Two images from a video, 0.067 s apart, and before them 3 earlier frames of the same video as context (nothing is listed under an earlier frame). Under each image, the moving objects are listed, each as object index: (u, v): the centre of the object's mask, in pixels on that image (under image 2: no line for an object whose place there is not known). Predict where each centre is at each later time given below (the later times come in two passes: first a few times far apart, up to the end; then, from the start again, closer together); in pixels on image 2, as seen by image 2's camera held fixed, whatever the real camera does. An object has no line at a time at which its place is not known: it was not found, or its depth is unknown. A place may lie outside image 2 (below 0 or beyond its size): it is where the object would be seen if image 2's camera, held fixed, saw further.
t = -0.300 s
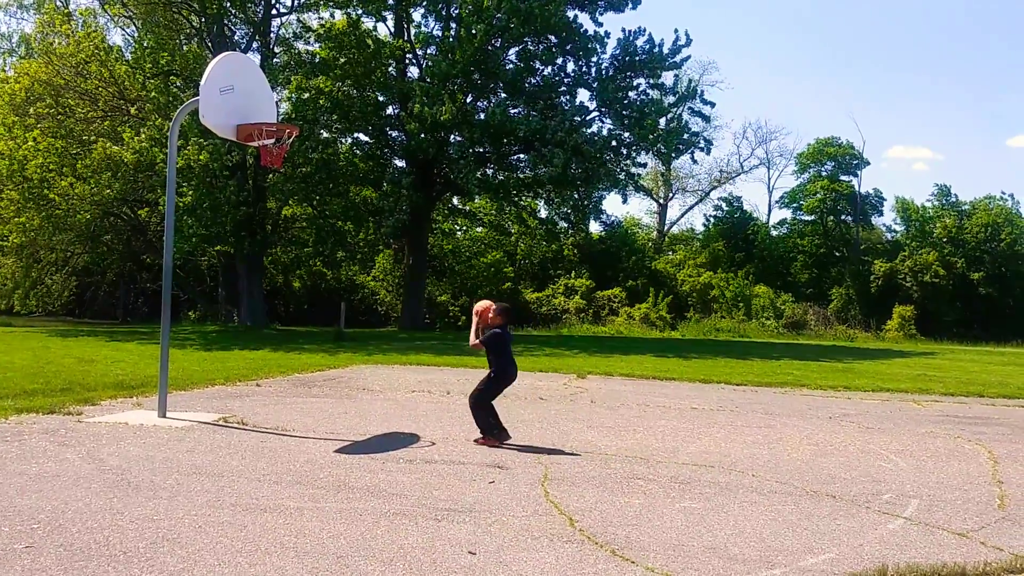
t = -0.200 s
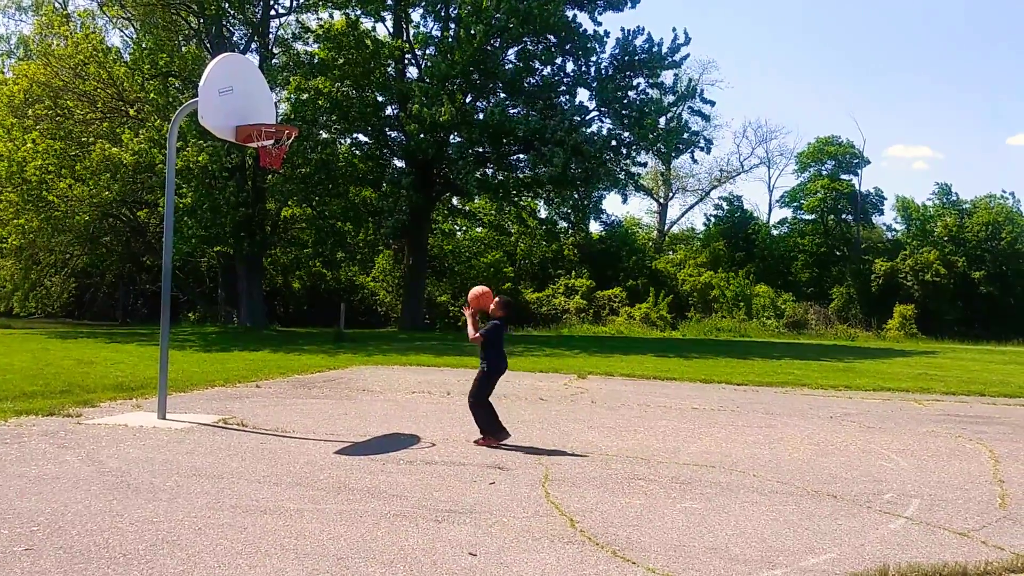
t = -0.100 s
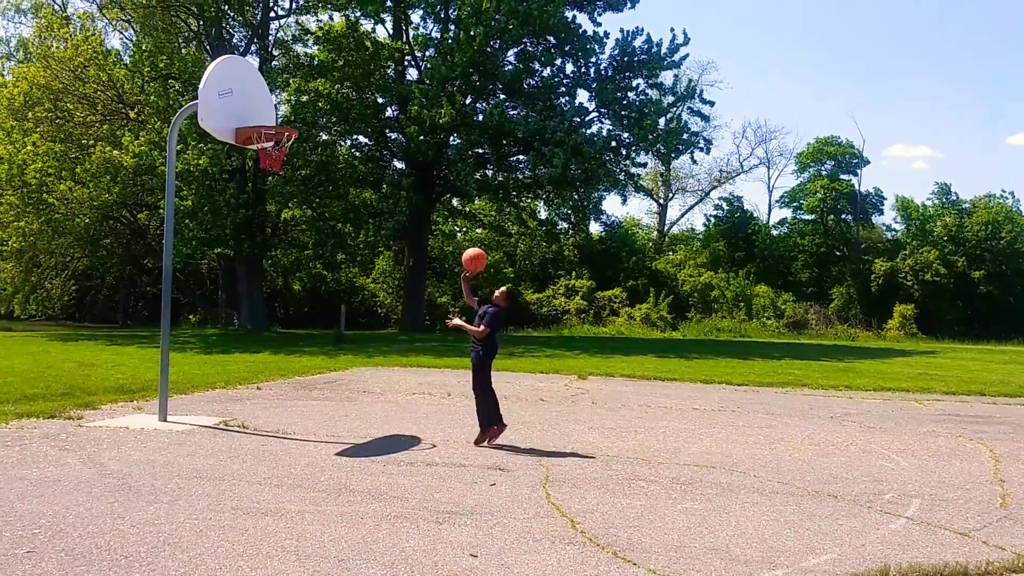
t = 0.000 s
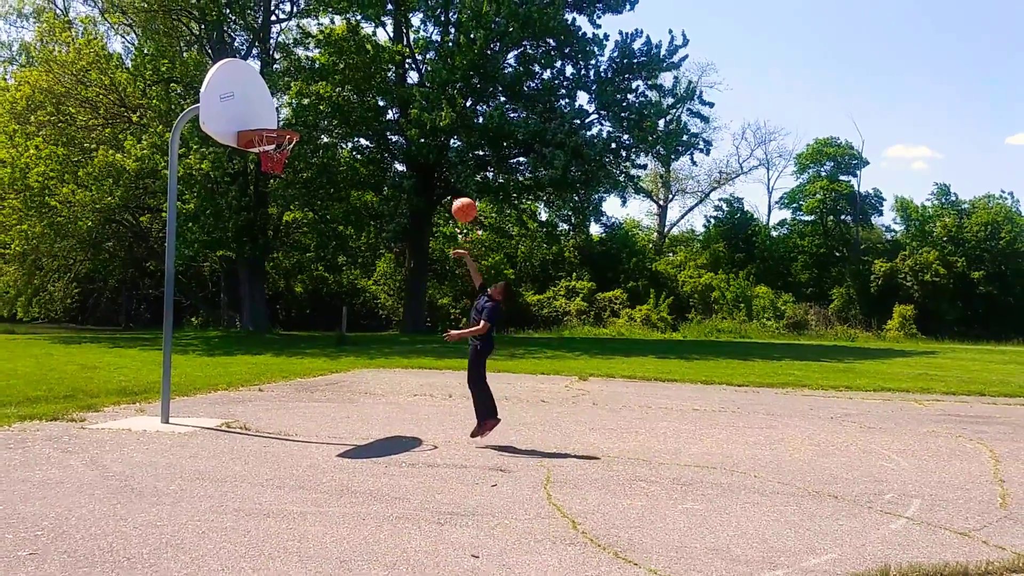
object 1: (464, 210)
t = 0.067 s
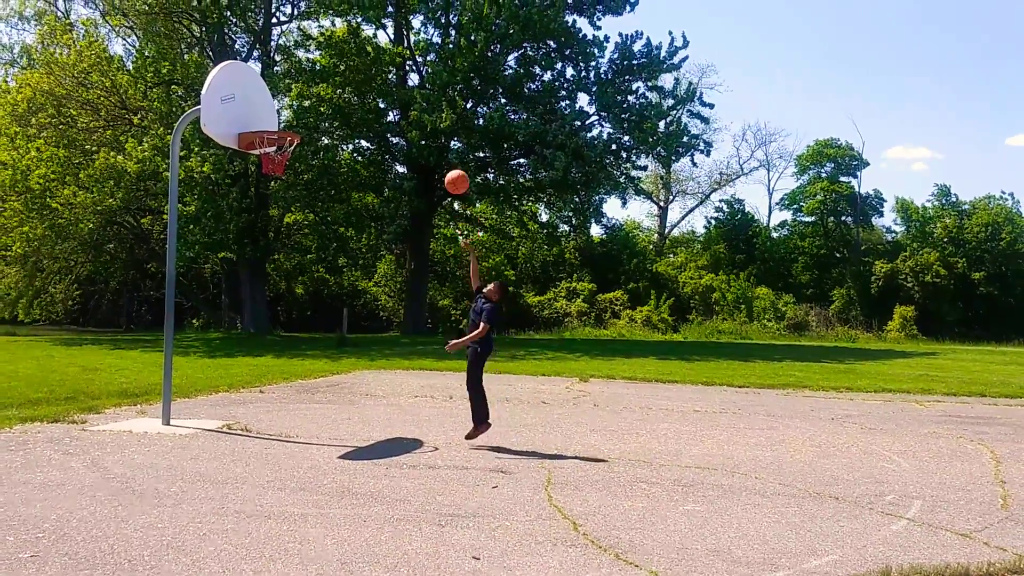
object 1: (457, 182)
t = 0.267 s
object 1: (432, 121)
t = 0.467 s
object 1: (406, 100)
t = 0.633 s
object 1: (383, 113)
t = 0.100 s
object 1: (453, 169)
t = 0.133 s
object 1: (449, 157)
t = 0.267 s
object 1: (432, 121)
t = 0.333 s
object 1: (423, 109)
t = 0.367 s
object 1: (419, 106)
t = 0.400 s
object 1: (414, 103)
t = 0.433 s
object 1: (410, 101)
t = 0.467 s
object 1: (406, 100)
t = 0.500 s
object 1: (401, 101)
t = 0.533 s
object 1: (397, 102)
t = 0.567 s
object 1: (392, 104)
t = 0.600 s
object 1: (387, 108)
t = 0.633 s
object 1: (383, 113)
